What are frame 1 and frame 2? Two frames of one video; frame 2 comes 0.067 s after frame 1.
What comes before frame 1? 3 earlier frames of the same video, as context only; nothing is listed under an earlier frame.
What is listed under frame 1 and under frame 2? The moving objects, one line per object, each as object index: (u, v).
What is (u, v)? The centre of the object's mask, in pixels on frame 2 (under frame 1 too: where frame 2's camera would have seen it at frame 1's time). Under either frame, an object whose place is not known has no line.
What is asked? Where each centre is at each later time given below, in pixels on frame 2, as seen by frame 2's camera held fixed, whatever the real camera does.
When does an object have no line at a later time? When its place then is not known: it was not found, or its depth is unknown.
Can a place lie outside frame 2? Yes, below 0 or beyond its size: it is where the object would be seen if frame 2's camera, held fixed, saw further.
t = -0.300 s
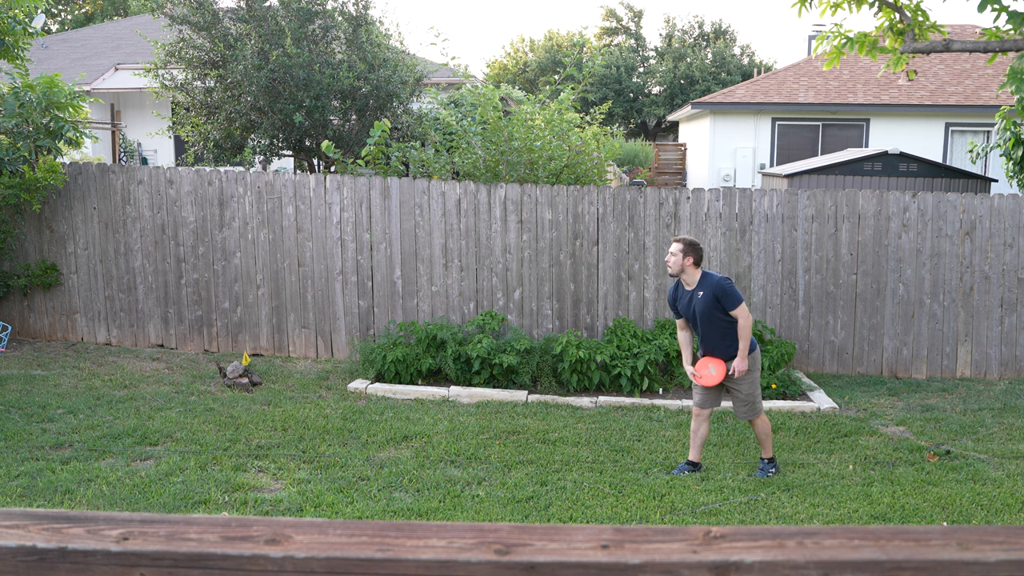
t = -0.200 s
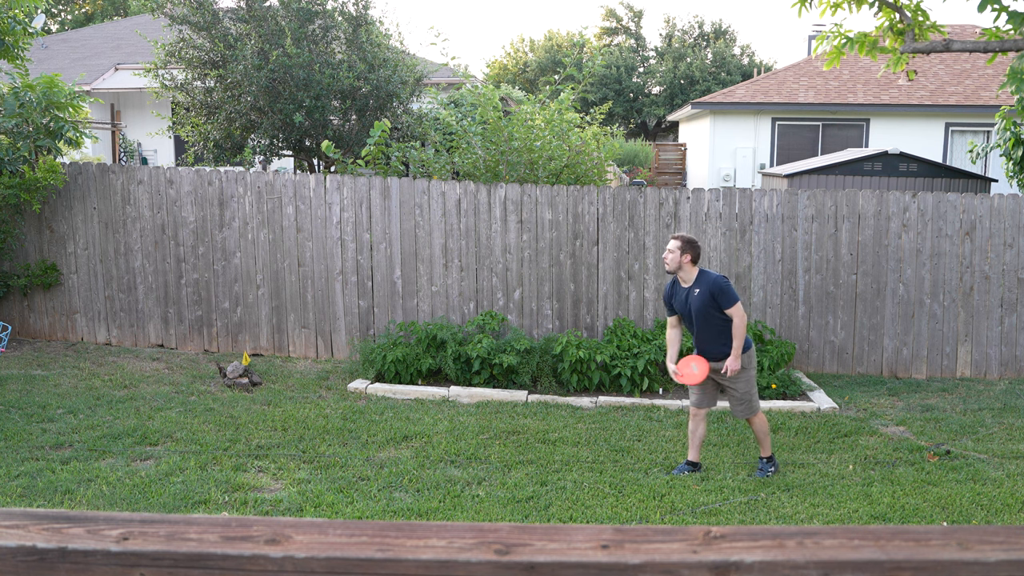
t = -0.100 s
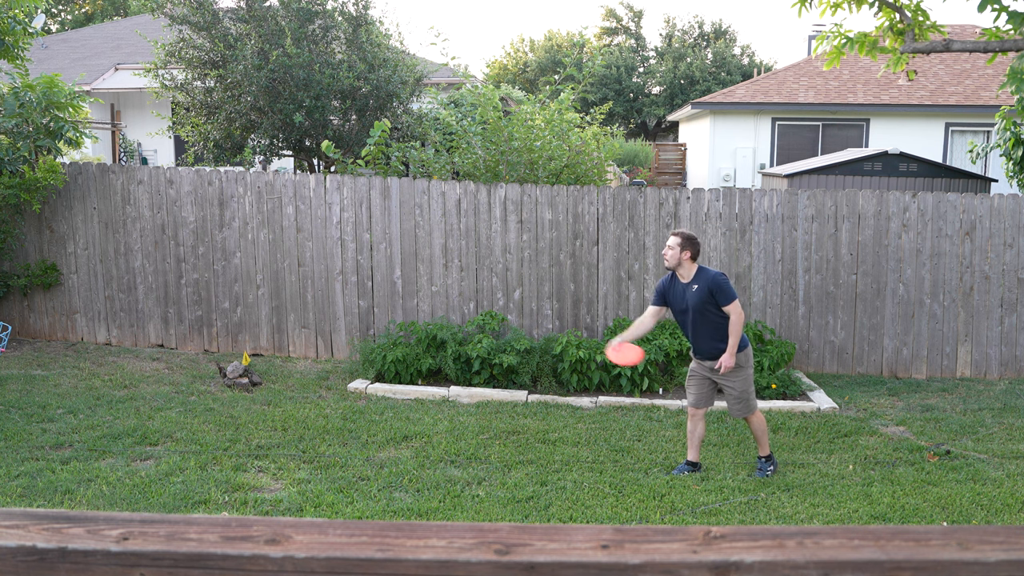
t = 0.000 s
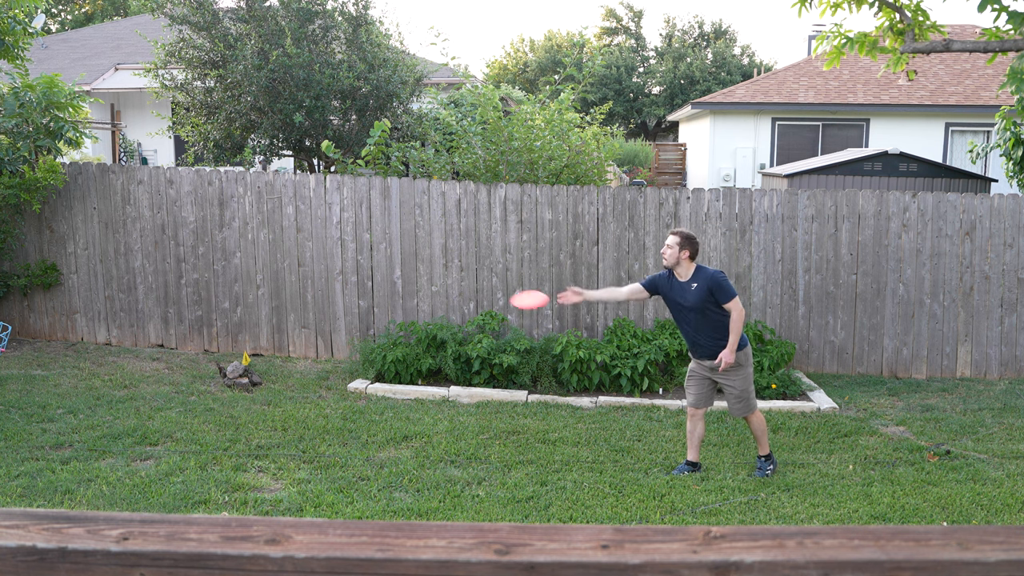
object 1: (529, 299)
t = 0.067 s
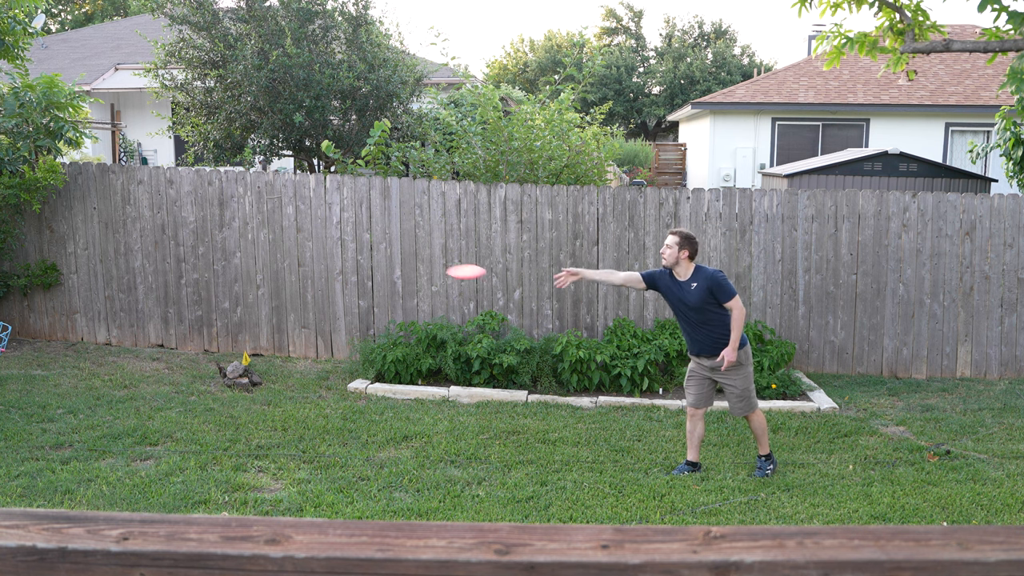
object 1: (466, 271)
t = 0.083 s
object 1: (450, 266)
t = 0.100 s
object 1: (434, 261)
